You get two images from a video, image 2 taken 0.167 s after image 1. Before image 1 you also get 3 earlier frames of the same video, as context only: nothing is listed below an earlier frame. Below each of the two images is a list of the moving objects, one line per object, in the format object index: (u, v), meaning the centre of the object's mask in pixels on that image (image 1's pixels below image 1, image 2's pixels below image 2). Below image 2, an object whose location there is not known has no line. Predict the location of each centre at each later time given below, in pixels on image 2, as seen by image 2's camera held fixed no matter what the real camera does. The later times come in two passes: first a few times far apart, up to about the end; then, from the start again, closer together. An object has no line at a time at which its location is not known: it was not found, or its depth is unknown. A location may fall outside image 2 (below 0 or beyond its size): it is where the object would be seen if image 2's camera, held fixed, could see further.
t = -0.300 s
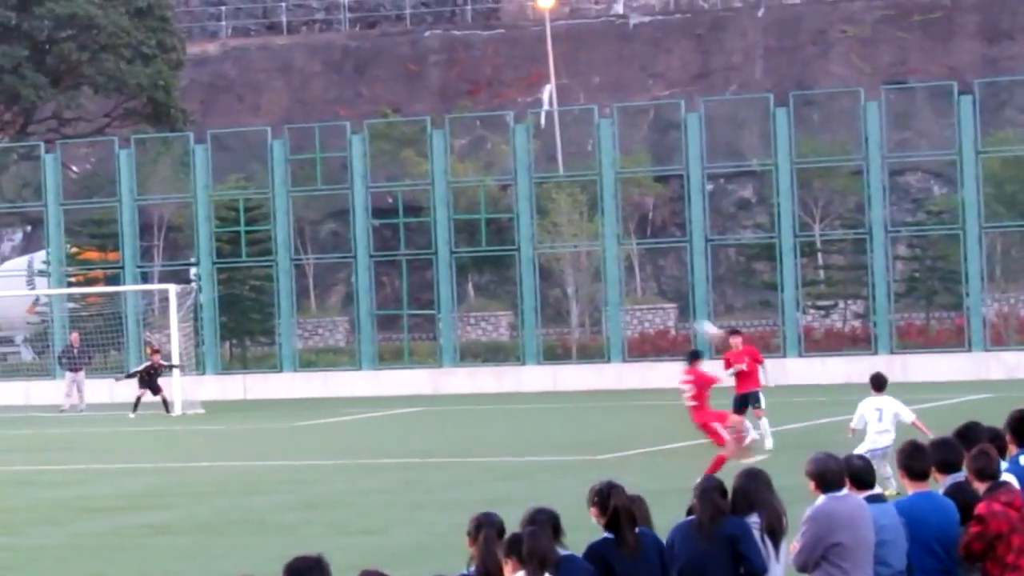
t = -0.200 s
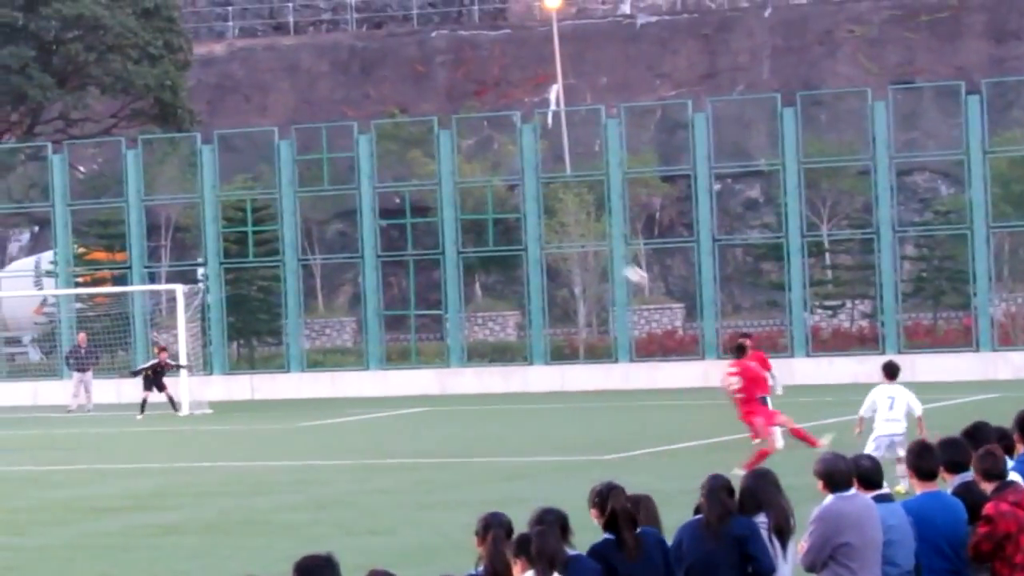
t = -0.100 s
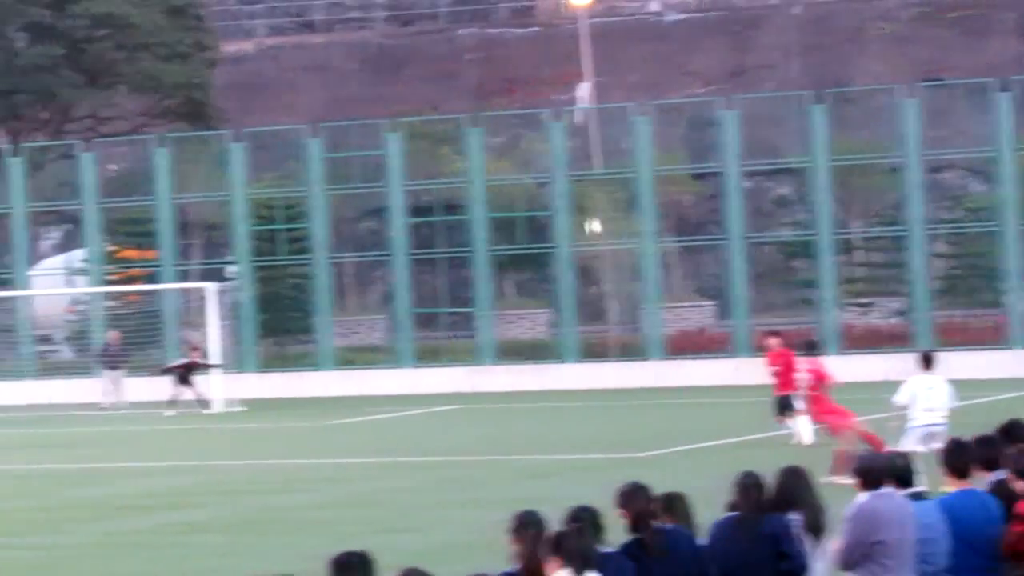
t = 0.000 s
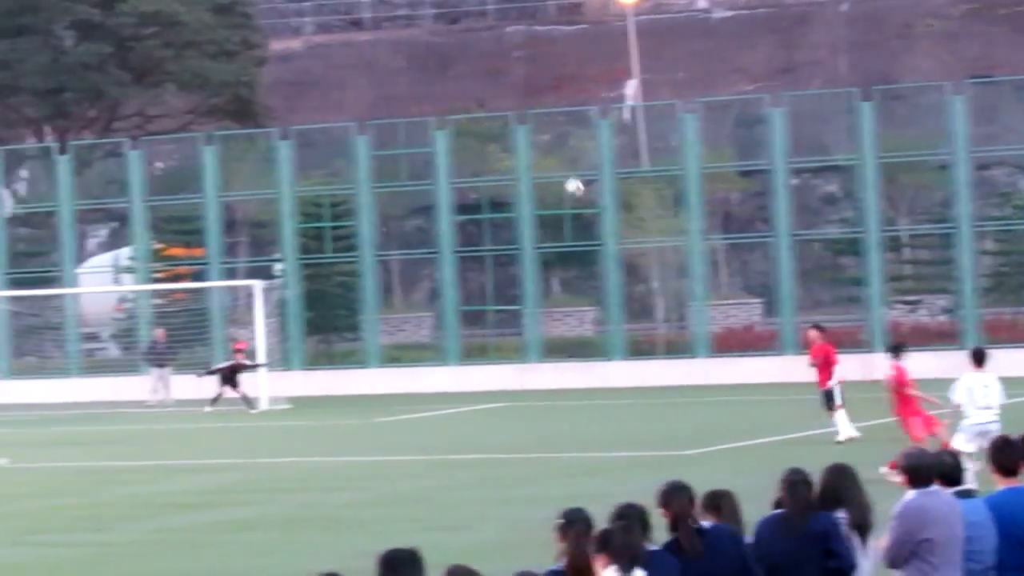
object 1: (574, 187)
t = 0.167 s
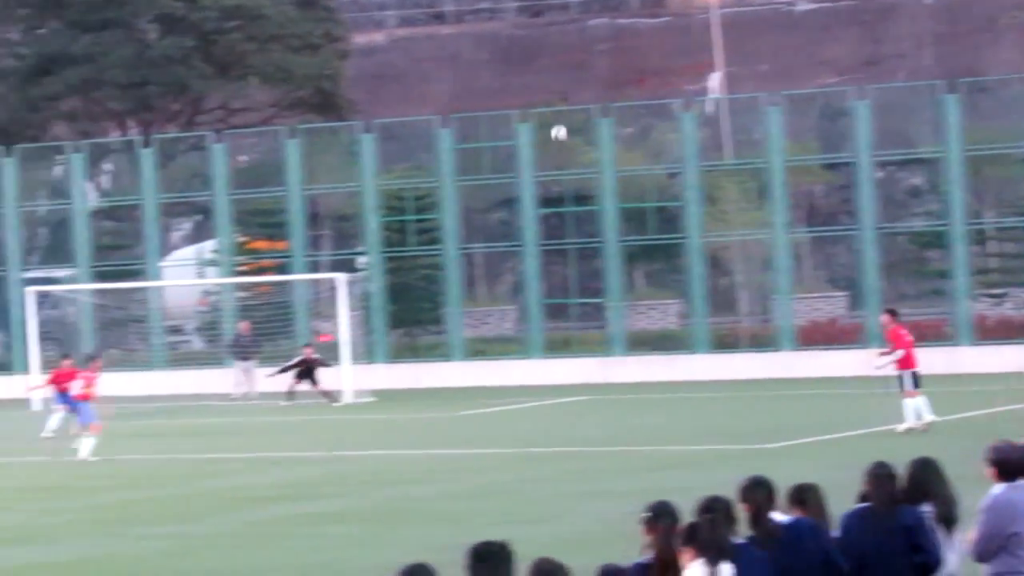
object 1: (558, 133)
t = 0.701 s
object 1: (320, 87)
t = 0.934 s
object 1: (237, 107)
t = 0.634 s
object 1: (346, 85)
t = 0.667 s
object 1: (333, 85)
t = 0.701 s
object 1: (320, 87)
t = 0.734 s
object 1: (308, 88)
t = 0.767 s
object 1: (296, 90)
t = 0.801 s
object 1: (284, 93)
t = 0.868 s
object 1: (260, 99)
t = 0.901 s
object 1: (249, 103)
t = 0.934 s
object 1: (237, 107)
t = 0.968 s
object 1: (227, 112)
